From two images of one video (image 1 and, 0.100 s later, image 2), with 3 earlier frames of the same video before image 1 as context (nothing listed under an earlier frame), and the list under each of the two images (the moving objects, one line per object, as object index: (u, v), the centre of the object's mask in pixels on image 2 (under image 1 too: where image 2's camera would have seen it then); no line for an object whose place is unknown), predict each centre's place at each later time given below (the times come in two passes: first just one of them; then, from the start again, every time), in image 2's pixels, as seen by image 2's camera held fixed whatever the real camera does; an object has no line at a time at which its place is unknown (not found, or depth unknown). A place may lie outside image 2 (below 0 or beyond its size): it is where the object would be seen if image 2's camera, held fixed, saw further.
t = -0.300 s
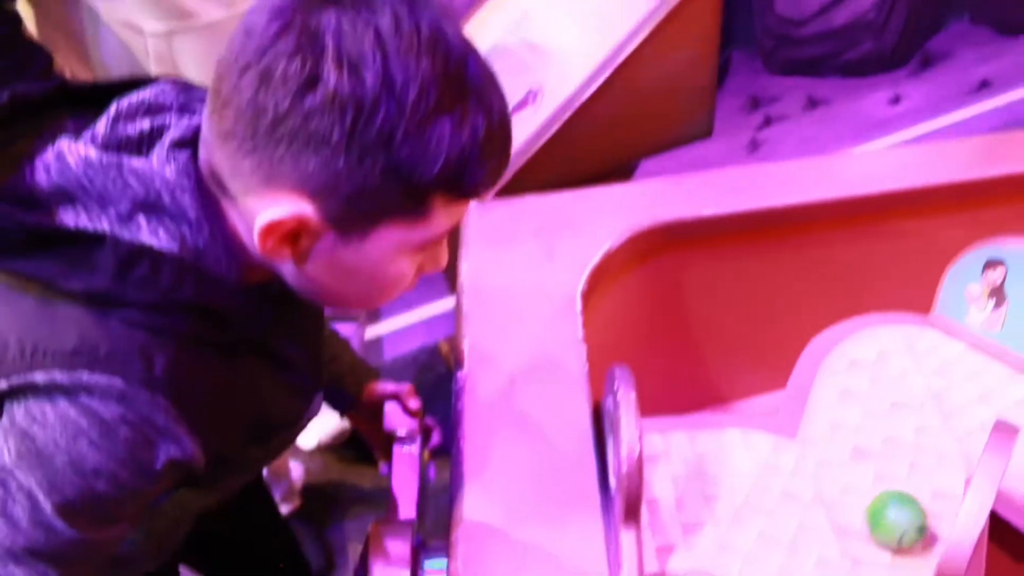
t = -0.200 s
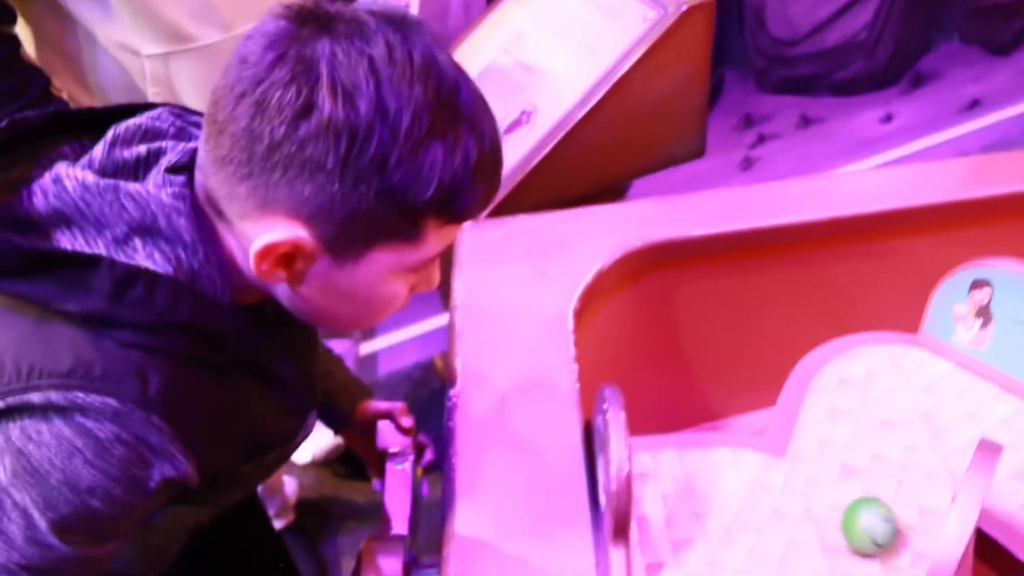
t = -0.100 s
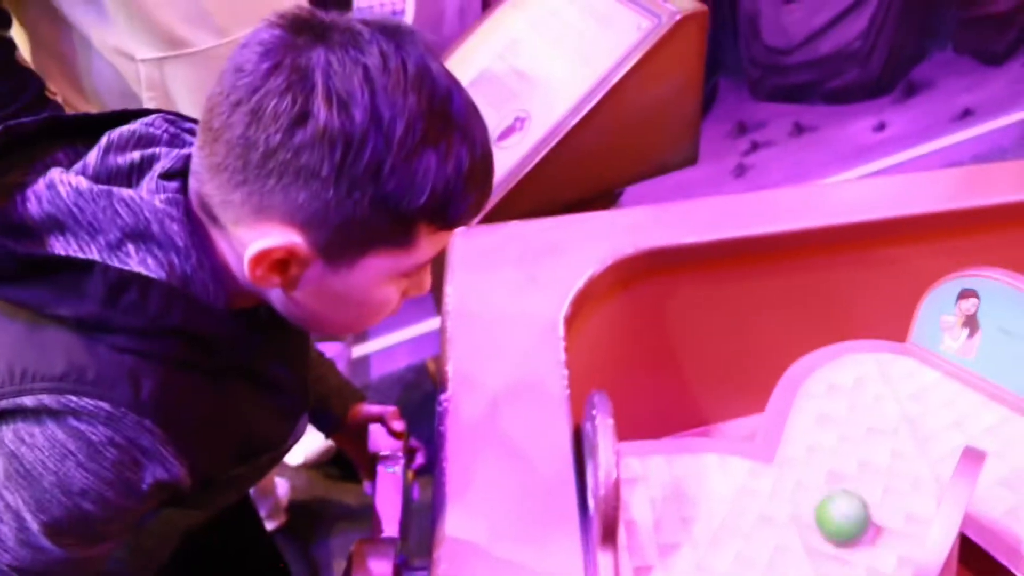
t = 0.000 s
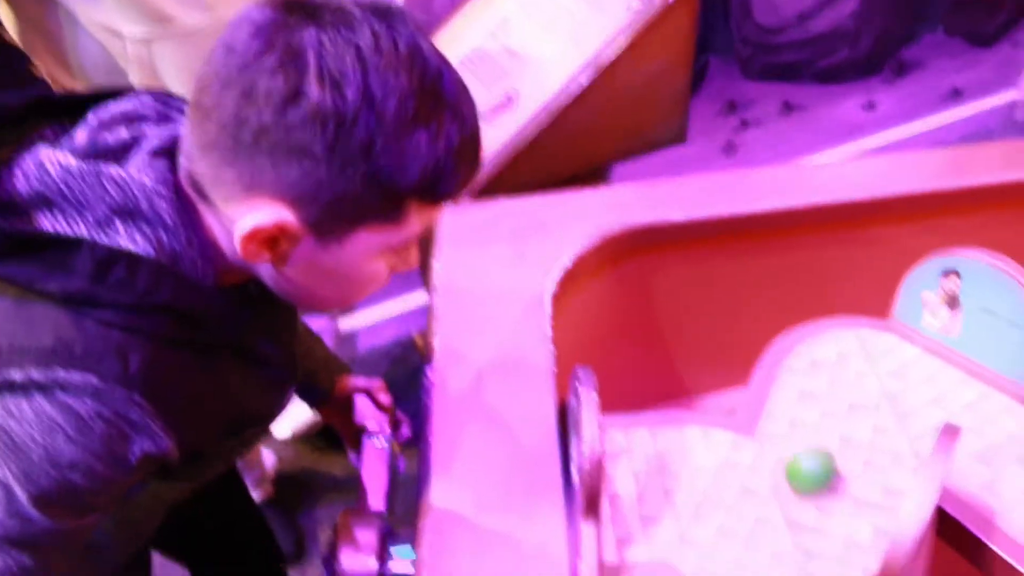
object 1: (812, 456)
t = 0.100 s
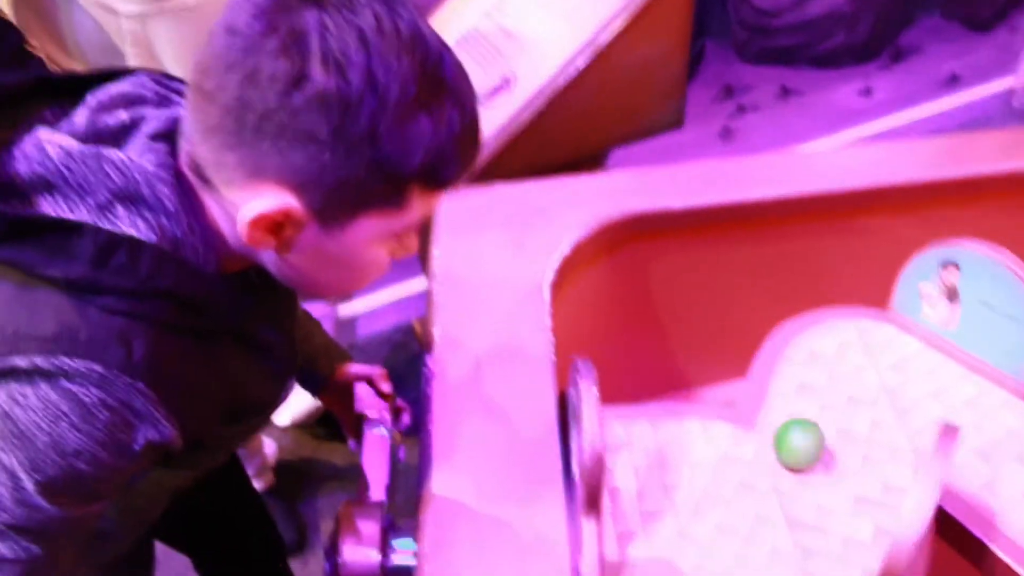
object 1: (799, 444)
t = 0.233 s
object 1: (789, 404)
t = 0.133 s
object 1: (795, 434)
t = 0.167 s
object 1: (794, 423)
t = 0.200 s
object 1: (790, 412)
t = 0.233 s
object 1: (789, 404)
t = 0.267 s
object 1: (787, 395)
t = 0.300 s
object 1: (785, 383)
